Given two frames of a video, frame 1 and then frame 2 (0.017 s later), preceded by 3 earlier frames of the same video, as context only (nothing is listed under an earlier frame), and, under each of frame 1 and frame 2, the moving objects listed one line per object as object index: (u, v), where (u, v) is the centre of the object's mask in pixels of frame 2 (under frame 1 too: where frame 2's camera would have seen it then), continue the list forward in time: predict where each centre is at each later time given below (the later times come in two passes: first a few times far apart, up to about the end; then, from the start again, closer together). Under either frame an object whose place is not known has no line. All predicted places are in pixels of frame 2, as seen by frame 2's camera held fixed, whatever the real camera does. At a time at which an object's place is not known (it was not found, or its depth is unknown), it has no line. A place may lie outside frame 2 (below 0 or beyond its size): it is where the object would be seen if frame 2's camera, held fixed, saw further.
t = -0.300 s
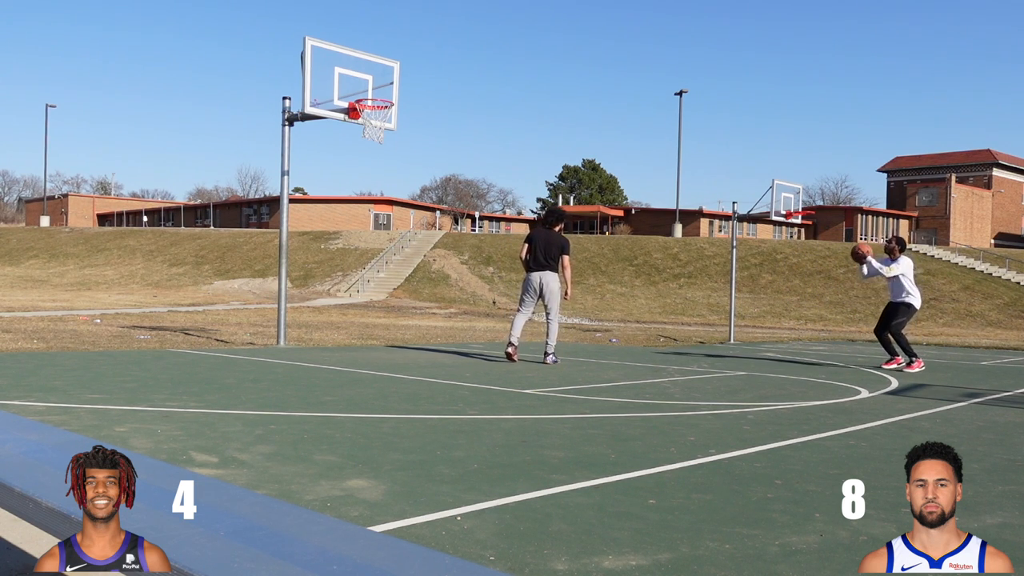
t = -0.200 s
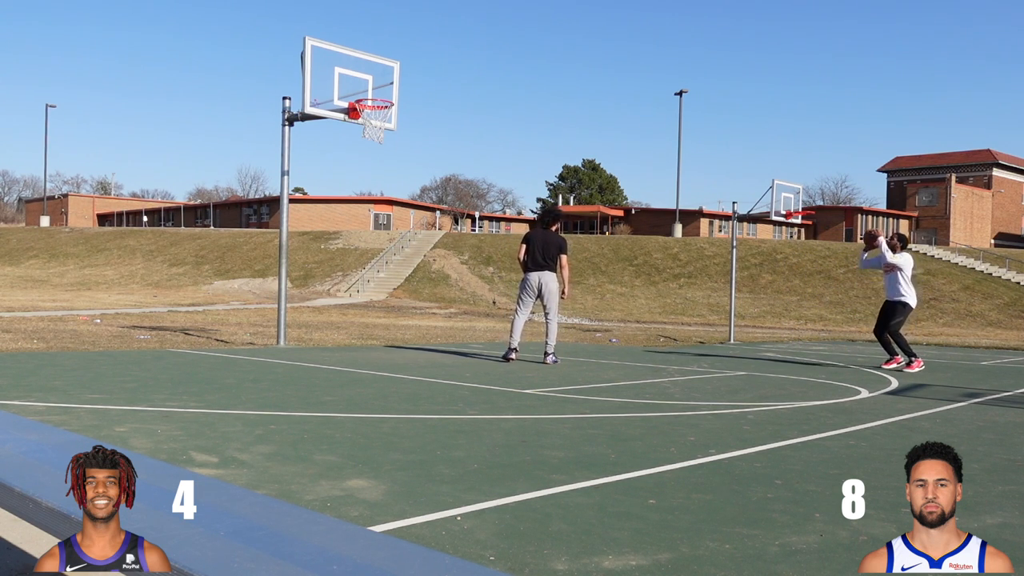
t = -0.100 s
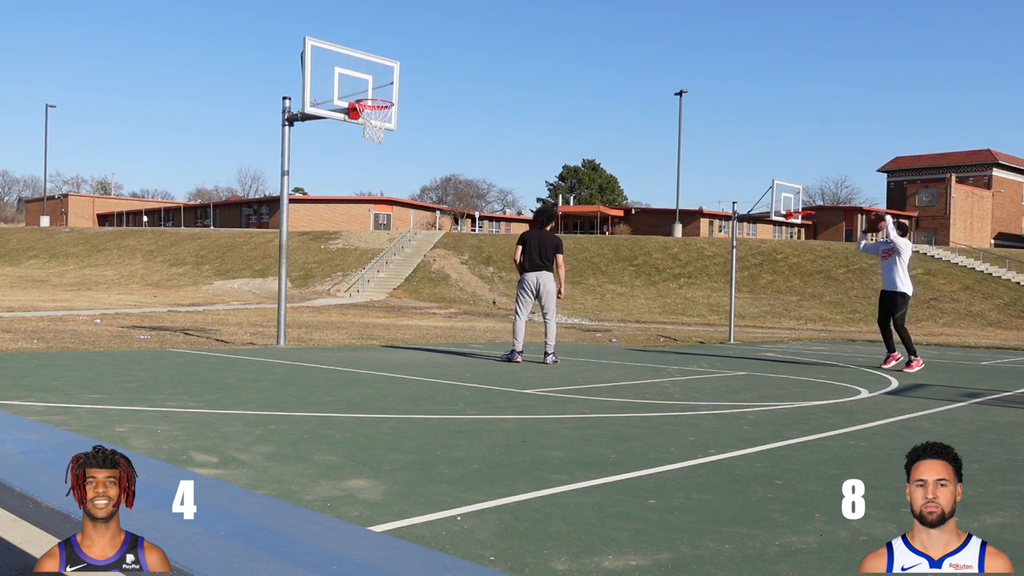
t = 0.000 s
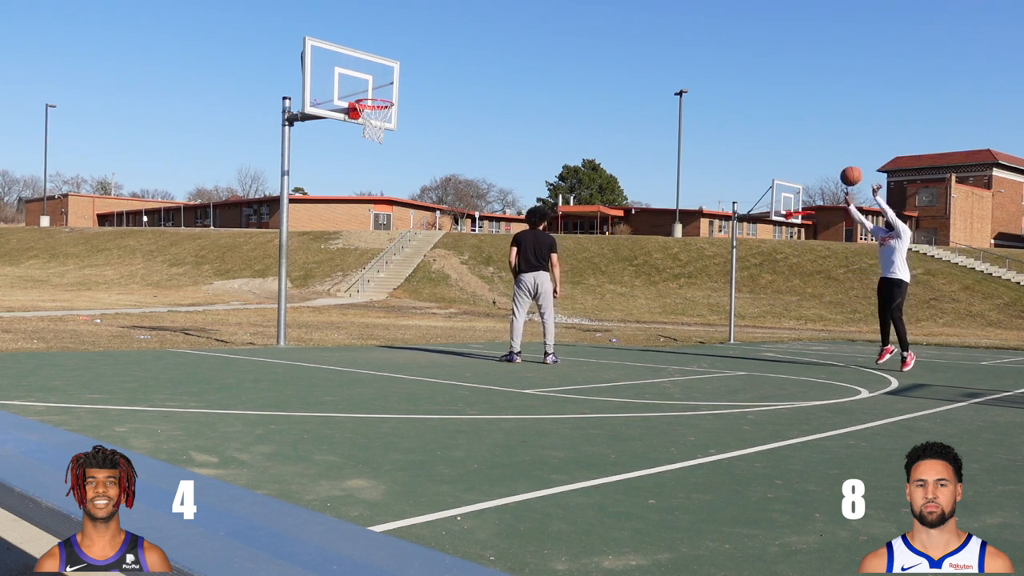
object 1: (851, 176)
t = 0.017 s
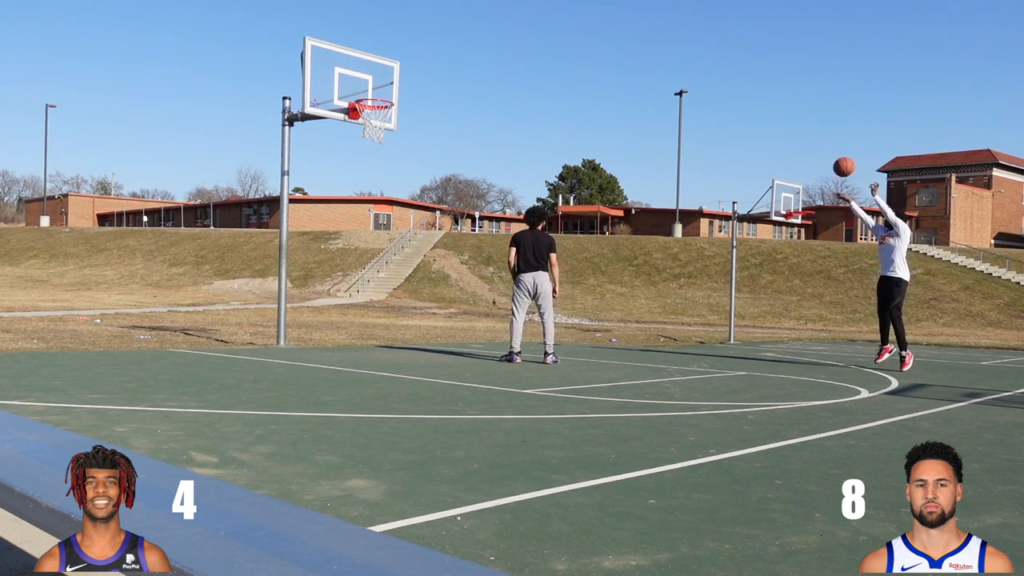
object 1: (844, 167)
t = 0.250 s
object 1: (747, 63)
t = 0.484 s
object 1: (652, 9)
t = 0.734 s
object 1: (550, 5)
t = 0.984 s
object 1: (452, 43)
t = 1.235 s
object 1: (372, 77)
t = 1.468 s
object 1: (359, 40)
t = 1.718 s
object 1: (355, 46)
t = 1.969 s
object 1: (349, 105)
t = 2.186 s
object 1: (342, 206)
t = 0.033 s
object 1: (837, 158)
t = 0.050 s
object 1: (830, 149)
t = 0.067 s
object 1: (823, 140)
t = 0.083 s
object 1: (816, 132)
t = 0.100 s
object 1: (809, 124)
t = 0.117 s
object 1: (802, 116)
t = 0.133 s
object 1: (795, 109)
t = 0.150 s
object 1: (788, 101)
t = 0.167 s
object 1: (781, 95)
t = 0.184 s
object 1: (775, 88)
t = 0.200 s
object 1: (768, 81)
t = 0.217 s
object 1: (761, 75)
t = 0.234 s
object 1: (754, 69)
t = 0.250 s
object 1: (747, 63)
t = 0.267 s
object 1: (740, 58)
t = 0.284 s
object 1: (734, 52)
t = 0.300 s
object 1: (727, 47)
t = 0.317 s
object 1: (720, 43)
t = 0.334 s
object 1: (713, 38)
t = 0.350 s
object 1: (706, 34)
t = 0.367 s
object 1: (699, 30)
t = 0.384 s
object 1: (693, 26)
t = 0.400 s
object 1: (686, 23)
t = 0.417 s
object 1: (679, 19)
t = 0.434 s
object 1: (672, 17)
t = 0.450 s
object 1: (665, 14)
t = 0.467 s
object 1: (658, 11)
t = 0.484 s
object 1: (652, 9)
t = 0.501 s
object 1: (645, 8)
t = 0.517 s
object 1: (638, 7)
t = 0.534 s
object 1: (631, 6)
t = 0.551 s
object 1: (624, 5)
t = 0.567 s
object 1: (618, 5)
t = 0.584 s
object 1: (611, 4)
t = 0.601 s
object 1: (604, 4)
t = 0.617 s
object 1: (597, 4)
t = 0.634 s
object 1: (591, 4)
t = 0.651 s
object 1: (584, 4)
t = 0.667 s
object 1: (577, 4)
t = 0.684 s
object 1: (571, 4)
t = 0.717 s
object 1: (557, 5)
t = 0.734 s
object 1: (550, 5)
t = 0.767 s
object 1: (538, 6)
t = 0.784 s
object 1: (531, 7)
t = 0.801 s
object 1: (524, 8)
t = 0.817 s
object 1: (517, 10)
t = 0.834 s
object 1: (511, 12)
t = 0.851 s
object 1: (504, 15)
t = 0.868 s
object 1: (498, 18)
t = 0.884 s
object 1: (491, 21)
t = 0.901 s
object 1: (485, 24)
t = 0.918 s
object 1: (478, 27)
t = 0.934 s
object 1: (471, 31)
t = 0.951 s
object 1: (465, 35)
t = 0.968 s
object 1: (458, 39)
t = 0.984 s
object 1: (452, 43)
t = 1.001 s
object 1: (445, 48)
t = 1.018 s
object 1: (439, 52)
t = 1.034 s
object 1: (433, 57)
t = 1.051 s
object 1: (426, 62)
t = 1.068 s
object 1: (420, 68)
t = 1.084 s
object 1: (413, 73)
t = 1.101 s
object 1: (407, 79)
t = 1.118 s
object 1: (401, 85)
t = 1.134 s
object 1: (395, 91)
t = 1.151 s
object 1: (388, 96)
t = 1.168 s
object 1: (385, 93)
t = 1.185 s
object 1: (382, 90)
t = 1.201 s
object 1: (379, 86)
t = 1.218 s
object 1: (375, 81)
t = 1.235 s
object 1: (372, 77)
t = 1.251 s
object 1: (369, 74)
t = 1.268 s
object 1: (365, 70)
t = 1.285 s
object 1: (362, 67)
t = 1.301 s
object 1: (360, 64)
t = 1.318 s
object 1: (360, 60)
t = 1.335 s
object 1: (360, 57)
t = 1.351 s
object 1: (360, 54)
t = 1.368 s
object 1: (360, 52)
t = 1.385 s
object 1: (359, 49)
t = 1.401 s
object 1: (359, 47)
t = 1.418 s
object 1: (359, 45)
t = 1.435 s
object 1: (359, 43)
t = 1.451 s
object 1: (359, 42)
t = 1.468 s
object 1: (359, 40)
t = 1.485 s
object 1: (359, 39)
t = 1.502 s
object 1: (359, 38)
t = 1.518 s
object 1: (358, 37)
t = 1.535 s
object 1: (358, 37)
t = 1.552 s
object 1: (358, 37)
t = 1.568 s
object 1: (358, 36)
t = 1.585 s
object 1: (357, 36)
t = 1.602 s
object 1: (357, 37)
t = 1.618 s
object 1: (357, 37)
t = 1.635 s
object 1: (357, 38)
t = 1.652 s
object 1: (356, 39)
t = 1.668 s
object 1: (356, 40)
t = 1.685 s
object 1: (356, 42)
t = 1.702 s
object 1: (355, 44)
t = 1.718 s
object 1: (355, 46)
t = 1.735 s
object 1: (354, 48)
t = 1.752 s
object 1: (354, 50)
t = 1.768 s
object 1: (354, 53)
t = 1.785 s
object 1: (353, 56)
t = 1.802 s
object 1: (353, 59)
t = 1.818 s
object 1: (353, 63)
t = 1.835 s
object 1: (352, 67)
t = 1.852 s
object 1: (352, 70)
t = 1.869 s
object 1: (351, 75)
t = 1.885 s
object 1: (351, 79)
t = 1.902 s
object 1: (351, 84)
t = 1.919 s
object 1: (350, 88)
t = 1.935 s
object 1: (349, 93)
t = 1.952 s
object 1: (349, 99)
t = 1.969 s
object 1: (349, 105)
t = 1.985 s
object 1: (349, 112)
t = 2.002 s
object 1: (347, 118)
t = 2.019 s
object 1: (347, 124)
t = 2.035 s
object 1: (346, 131)
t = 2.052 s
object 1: (346, 138)
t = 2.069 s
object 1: (345, 146)
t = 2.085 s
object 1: (345, 153)
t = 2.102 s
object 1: (344, 161)
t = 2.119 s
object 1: (344, 169)
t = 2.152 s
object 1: (343, 187)
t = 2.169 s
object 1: (342, 196)
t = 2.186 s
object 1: (342, 206)
